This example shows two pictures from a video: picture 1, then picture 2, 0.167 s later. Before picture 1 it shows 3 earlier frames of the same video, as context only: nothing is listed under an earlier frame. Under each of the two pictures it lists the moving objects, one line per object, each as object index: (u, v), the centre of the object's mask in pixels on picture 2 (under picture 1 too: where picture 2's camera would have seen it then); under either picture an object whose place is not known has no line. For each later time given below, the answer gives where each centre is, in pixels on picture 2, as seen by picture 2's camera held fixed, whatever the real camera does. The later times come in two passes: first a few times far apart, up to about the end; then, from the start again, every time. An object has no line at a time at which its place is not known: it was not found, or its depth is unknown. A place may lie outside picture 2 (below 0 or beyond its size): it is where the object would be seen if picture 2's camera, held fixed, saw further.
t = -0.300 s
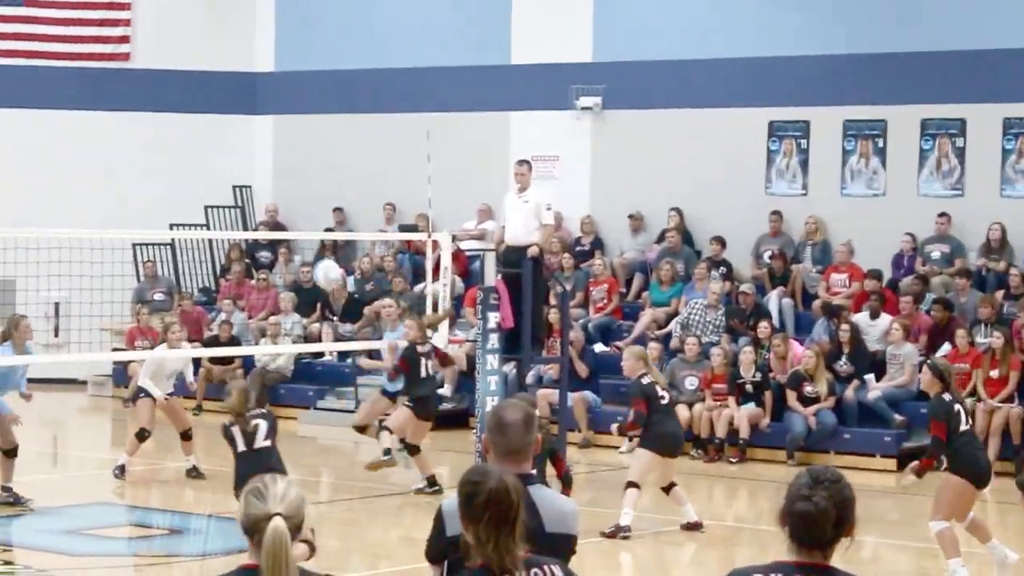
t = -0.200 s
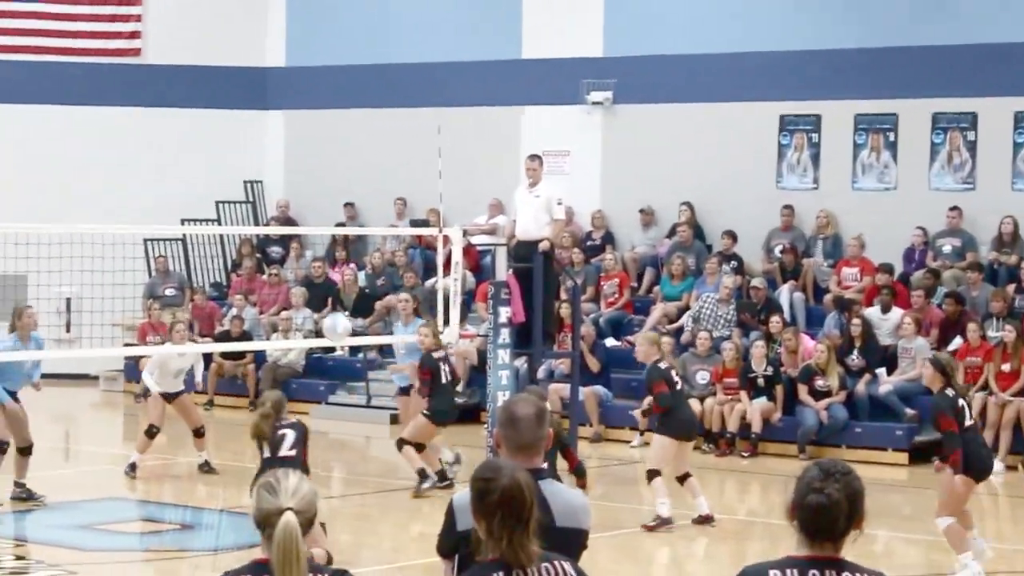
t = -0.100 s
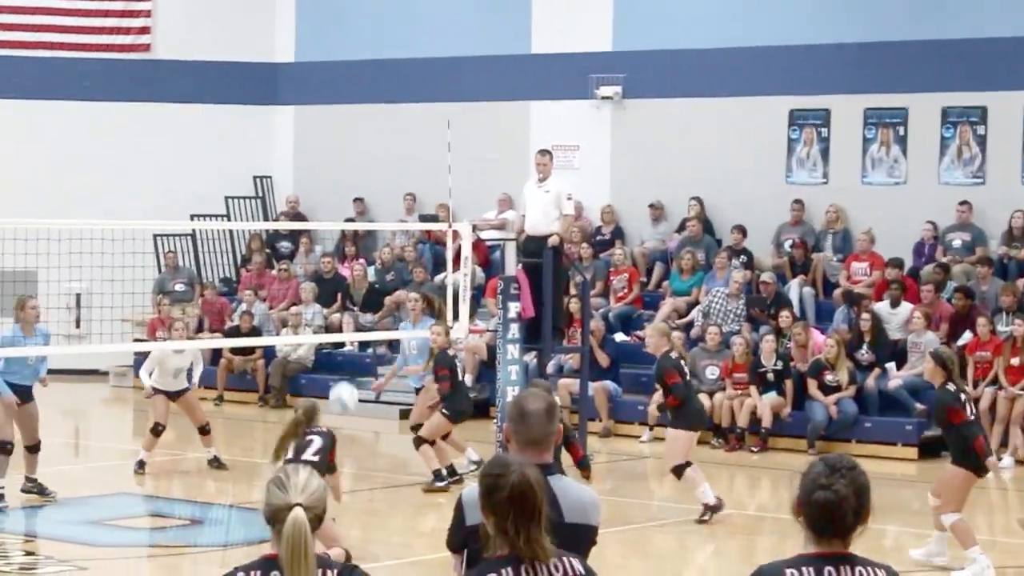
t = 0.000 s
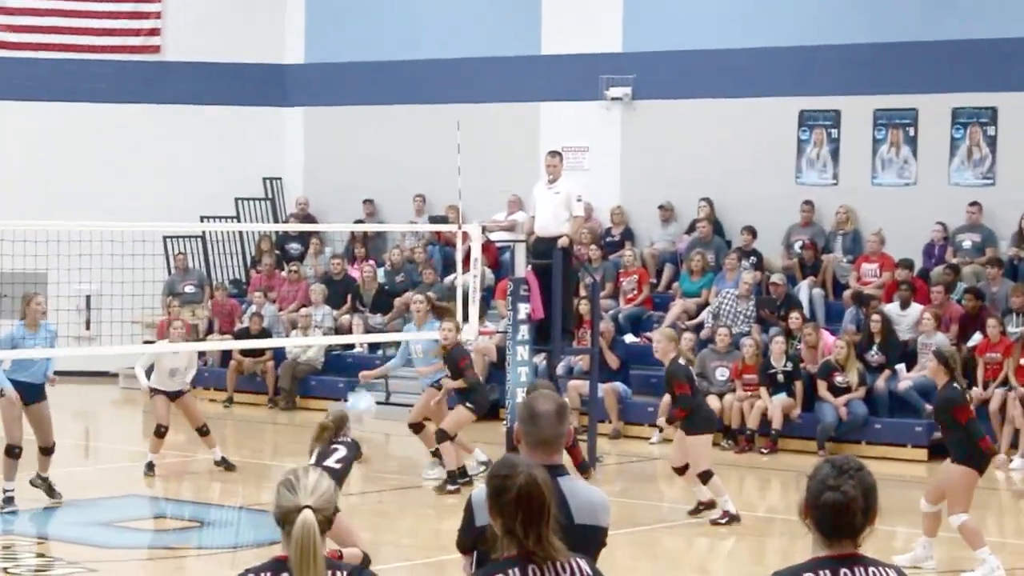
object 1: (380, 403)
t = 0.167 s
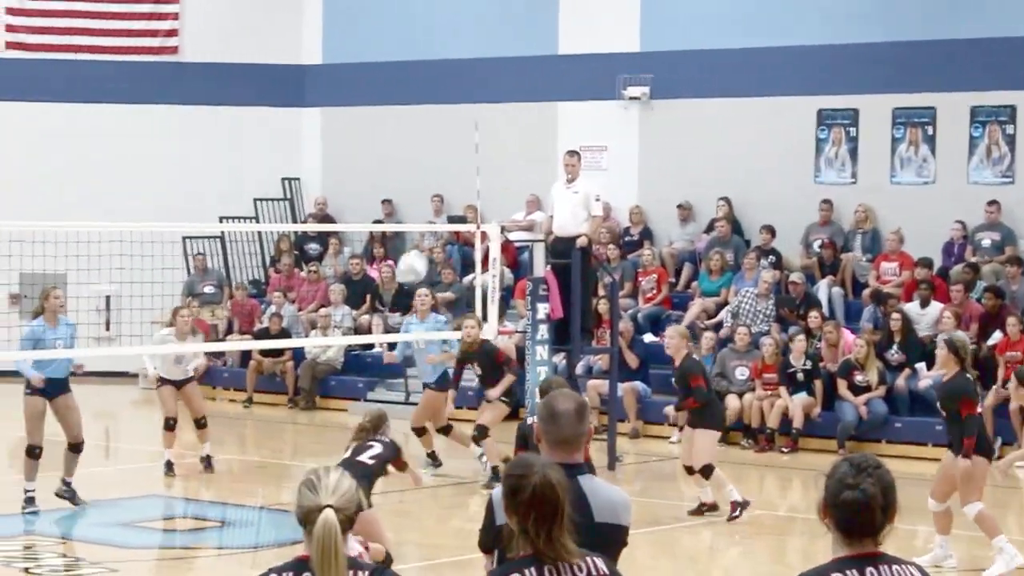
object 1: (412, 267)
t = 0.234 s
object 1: (425, 219)
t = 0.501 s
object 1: (474, 101)
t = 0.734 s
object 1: (514, 78)
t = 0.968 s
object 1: (554, 128)
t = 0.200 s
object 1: (418, 245)
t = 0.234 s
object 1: (425, 219)
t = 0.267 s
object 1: (431, 201)
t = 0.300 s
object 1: (438, 180)
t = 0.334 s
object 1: (444, 163)
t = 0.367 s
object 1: (450, 148)
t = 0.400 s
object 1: (456, 134)
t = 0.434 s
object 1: (463, 123)
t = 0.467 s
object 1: (468, 110)
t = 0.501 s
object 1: (474, 101)
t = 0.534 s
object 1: (479, 94)
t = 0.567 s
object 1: (486, 87)
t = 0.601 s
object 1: (491, 82)
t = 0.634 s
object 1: (497, 79)
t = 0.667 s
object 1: (503, 77)
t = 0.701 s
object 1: (509, 77)
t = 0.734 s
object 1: (514, 78)
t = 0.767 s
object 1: (520, 80)
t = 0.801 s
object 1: (526, 85)
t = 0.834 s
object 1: (531, 90)
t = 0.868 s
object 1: (537, 97)
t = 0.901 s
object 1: (544, 105)
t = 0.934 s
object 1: (549, 119)
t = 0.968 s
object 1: (554, 128)
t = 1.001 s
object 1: (560, 140)
